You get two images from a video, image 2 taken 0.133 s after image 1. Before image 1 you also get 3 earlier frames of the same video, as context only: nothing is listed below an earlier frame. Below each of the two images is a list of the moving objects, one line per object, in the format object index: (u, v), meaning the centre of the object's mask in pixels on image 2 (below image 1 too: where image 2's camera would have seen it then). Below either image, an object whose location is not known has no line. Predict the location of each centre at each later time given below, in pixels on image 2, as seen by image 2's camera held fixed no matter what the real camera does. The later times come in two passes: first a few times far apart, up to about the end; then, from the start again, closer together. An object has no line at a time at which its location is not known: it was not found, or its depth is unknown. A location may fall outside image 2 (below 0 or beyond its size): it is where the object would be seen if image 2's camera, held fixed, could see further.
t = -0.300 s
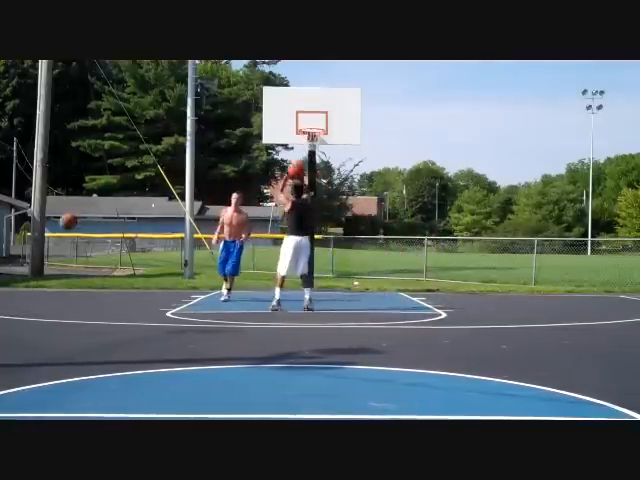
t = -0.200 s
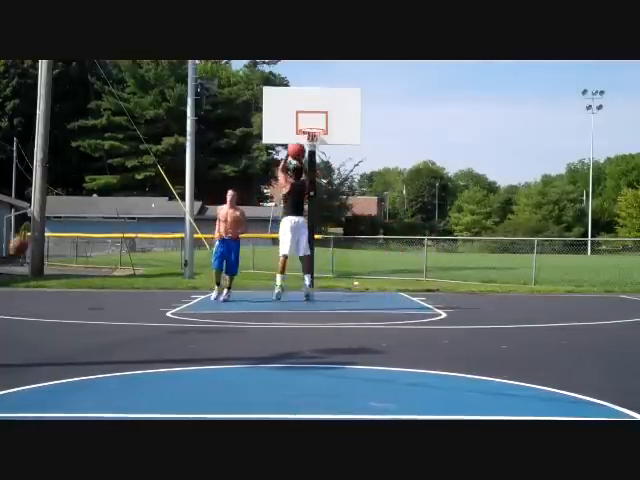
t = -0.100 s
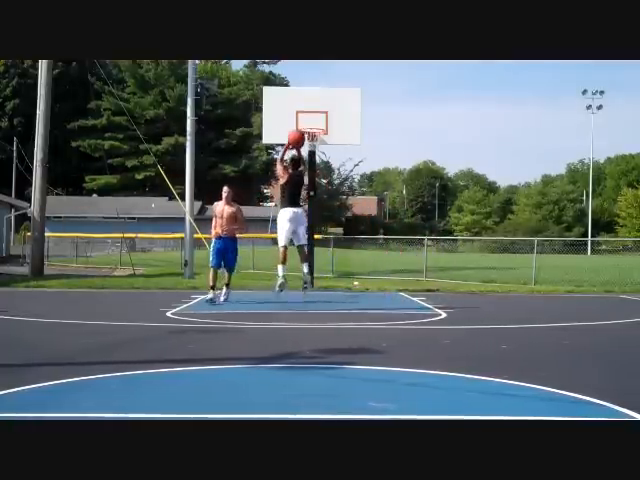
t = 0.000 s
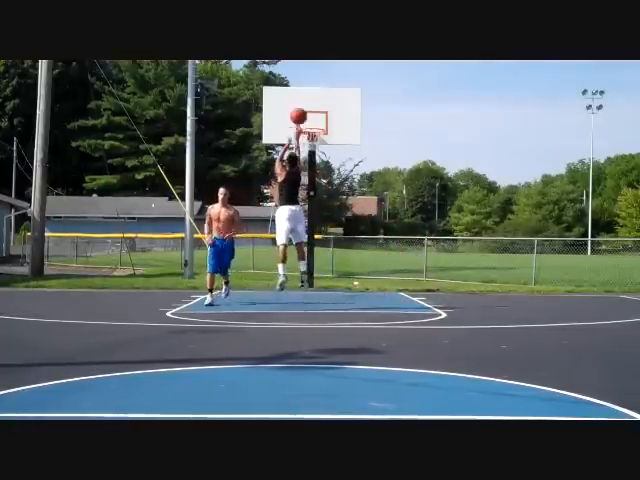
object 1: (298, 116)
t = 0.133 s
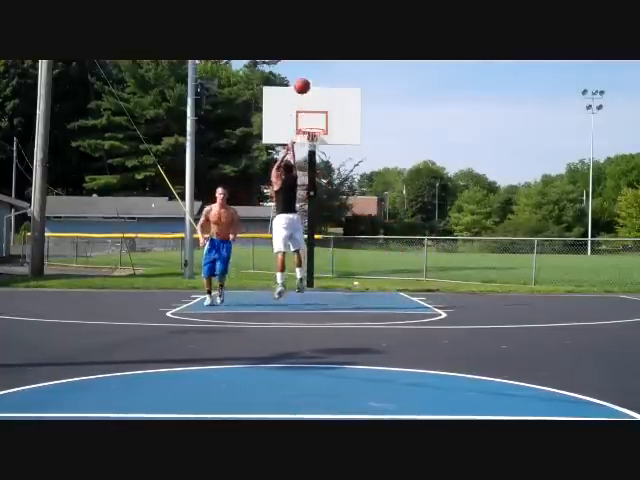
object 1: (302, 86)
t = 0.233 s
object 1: (304, 72)
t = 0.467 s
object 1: (308, 67)
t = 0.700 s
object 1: (312, 95)
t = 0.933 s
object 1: (316, 114)
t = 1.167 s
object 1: (321, 111)
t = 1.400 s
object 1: (330, 121)
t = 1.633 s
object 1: (345, 138)
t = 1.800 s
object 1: (356, 169)
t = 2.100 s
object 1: (374, 261)
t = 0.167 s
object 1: (303, 80)
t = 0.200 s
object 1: (303, 76)
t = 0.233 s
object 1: (304, 72)
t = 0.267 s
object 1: (305, 70)
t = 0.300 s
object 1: (306, 68)
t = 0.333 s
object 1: (306, 67)
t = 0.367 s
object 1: (307, 66)
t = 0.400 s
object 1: (308, 66)
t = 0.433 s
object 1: (308, 67)
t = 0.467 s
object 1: (308, 67)
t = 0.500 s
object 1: (309, 70)
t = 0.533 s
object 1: (310, 73)
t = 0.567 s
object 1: (311, 76)
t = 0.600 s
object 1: (311, 79)
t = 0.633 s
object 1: (311, 84)
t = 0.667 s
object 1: (312, 89)
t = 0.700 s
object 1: (312, 95)
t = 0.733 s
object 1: (313, 101)
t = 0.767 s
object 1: (314, 107)
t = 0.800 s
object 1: (314, 114)
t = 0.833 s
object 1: (315, 122)
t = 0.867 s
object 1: (316, 120)
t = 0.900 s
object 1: (316, 117)
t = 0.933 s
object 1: (316, 114)
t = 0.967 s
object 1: (317, 112)
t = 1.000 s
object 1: (318, 110)
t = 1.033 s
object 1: (318, 110)
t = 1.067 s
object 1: (319, 109)
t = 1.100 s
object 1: (320, 110)
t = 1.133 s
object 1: (320, 110)
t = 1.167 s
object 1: (321, 111)
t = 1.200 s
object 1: (322, 114)
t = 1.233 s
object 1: (322, 116)
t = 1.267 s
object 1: (323, 118)
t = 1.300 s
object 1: (324, 122)
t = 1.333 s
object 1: (326, 121)
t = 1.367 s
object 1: (328, 121)
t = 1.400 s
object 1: (330, 121)
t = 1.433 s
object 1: (332, 122)
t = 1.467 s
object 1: (334, 123)
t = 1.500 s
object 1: (335, 124)
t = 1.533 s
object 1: (339, 127)
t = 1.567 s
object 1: (341, 130)
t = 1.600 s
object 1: (343, 134)
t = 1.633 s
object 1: (345, 138)
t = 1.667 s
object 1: (347, 143)
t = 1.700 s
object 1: (349, 149)
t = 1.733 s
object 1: (351, 155)
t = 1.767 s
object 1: (353, 162)
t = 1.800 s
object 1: (356, 169)
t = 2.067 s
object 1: (372, 248)
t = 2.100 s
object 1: (374, 261)
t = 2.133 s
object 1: (375, 275)
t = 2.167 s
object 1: (377, 289)
